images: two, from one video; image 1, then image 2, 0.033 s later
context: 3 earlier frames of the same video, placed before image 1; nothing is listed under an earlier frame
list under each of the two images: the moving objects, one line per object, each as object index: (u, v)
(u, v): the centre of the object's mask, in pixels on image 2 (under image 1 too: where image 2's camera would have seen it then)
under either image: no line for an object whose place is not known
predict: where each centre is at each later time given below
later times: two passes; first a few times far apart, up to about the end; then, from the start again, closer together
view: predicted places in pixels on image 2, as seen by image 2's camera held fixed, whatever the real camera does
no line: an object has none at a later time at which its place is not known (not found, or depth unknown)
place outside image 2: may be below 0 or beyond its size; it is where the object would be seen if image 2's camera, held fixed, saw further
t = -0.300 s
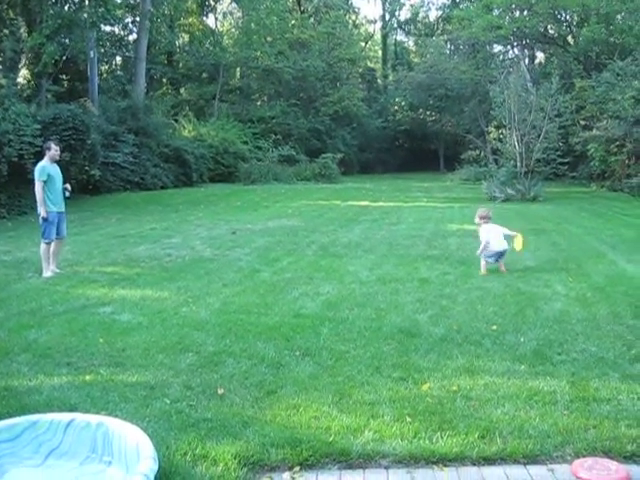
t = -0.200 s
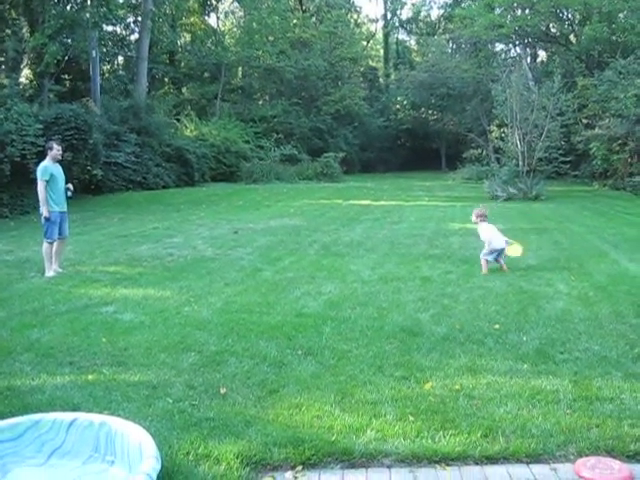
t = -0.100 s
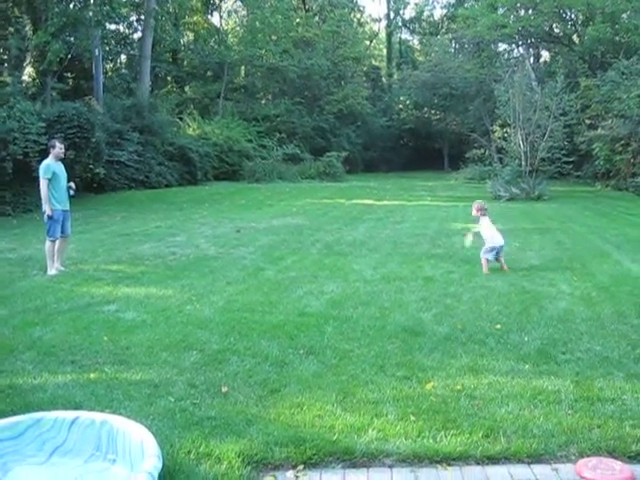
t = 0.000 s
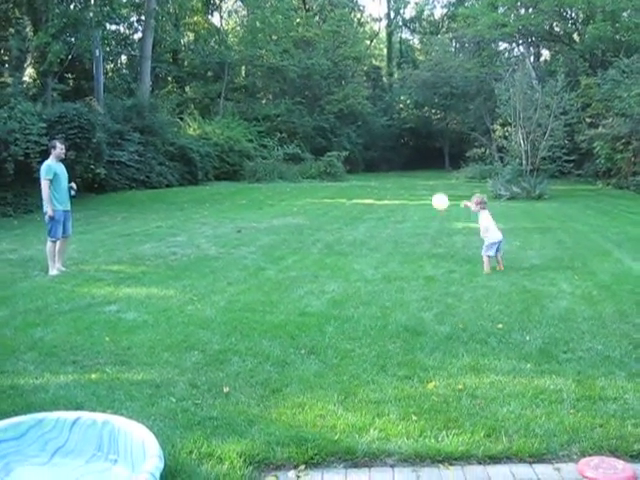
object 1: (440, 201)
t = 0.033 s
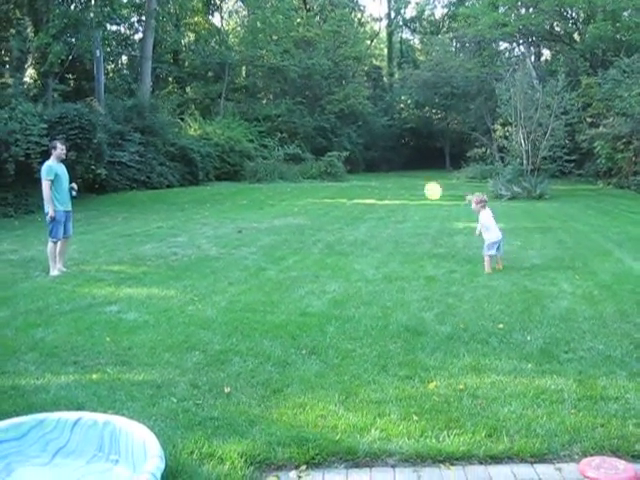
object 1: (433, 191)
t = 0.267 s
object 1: (382, 142)
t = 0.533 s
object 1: (337, 141)
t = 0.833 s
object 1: (288, 198)
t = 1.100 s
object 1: (260, 275)
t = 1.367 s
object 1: (280, 278)
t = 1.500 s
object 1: (279, 278)
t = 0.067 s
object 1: (425, 181)
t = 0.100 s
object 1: (417, 172)
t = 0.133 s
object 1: (410, 164)
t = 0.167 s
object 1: (402, 157)
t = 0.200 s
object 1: (395, 151)
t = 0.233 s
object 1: (389, 146)
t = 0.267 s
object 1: (382, 142)
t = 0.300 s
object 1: (376, 139)
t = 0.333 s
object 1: (370, 137)
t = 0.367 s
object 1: (364, 135)
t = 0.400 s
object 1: (358, 135)
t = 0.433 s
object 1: (353, 135)
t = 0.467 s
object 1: (348, 136)
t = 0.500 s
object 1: (342, 139)
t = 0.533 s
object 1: (337, 141)
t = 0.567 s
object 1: (332, 146)
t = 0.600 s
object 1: (326, 151)
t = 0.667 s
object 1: (315, 162)
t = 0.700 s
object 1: (310, 168)
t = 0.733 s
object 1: (304, 175)
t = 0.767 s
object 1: (299, 182)
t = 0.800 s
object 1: (293, 190)
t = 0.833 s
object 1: (288, 198)
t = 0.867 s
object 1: (283, 208)
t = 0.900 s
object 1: (279, 218)
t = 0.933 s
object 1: (273, 229)
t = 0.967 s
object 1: (269, 242)
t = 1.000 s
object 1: (264, 255)
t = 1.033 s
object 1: (260, 268)
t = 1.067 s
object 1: (258, 276)
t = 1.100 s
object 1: (260, 275)
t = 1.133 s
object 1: (262, 273)
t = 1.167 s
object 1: (265, 272)
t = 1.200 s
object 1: (268, 272)
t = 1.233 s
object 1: (272, 273)
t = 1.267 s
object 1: (275, 274)
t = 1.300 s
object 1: (276, 276)
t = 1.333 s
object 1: (276, 277)
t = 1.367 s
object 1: (280, 278)
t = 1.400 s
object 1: (280, 278)
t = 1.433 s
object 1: (280, 278)
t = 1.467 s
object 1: (280, 278)
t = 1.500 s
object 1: (279, 278)
